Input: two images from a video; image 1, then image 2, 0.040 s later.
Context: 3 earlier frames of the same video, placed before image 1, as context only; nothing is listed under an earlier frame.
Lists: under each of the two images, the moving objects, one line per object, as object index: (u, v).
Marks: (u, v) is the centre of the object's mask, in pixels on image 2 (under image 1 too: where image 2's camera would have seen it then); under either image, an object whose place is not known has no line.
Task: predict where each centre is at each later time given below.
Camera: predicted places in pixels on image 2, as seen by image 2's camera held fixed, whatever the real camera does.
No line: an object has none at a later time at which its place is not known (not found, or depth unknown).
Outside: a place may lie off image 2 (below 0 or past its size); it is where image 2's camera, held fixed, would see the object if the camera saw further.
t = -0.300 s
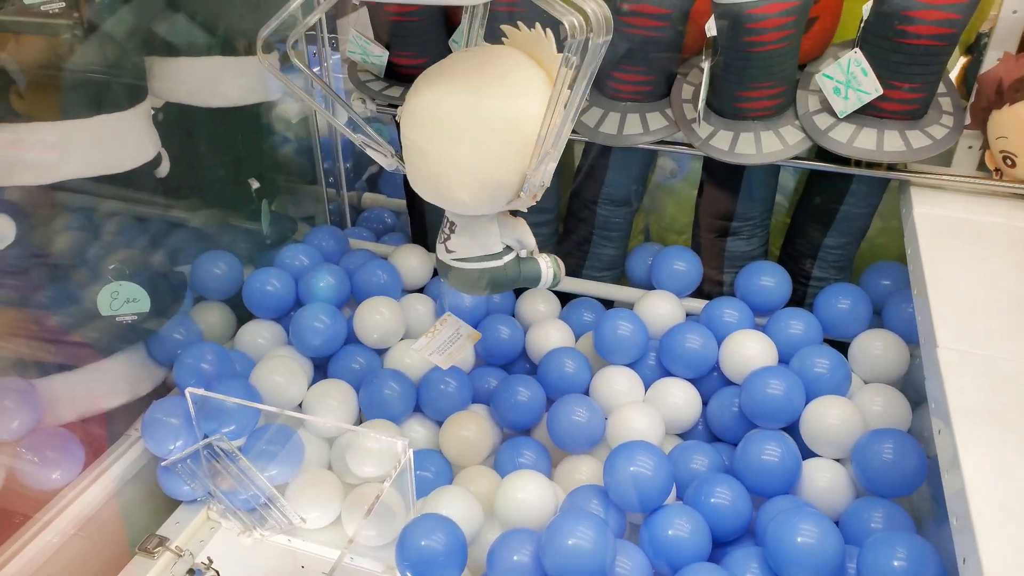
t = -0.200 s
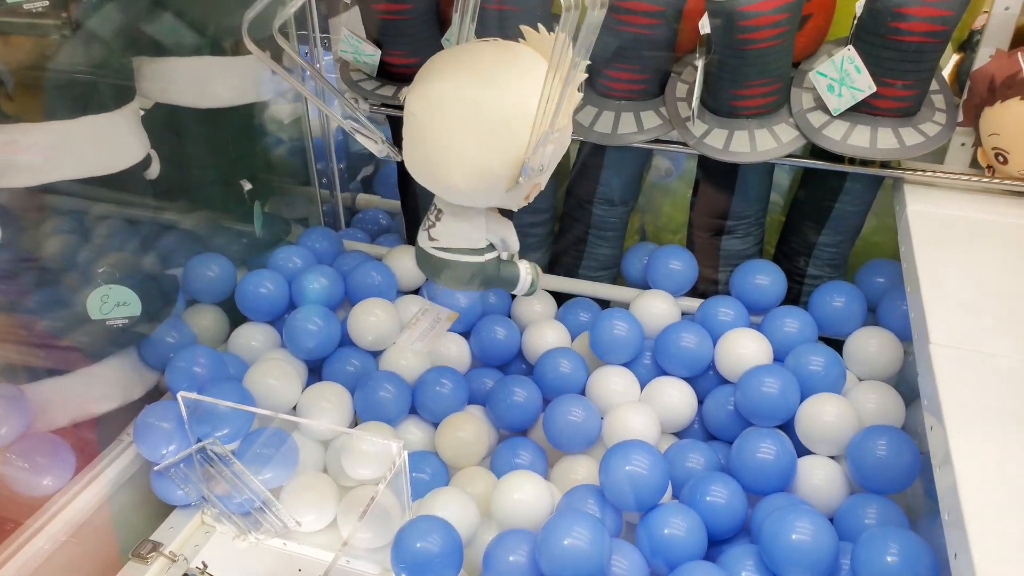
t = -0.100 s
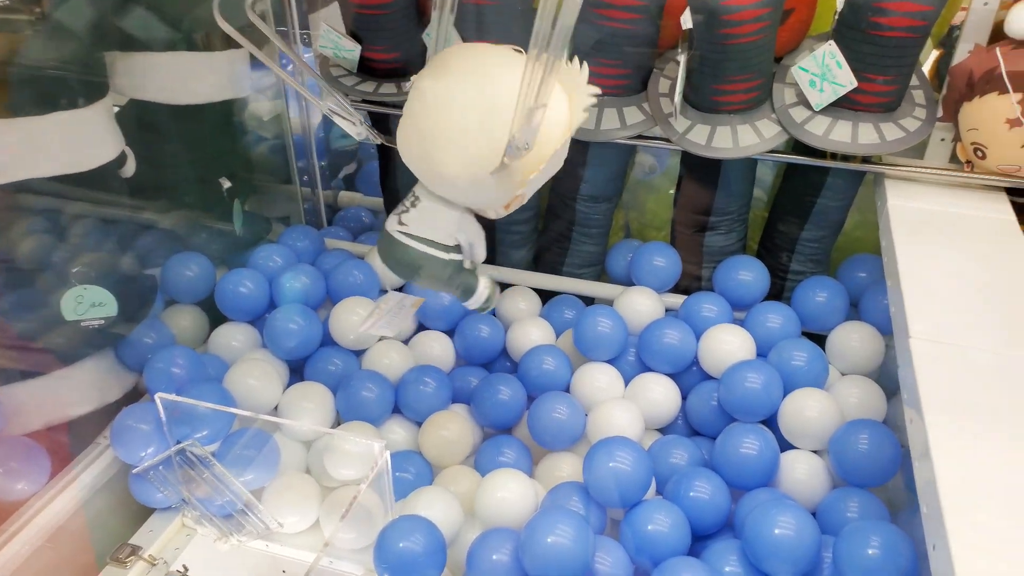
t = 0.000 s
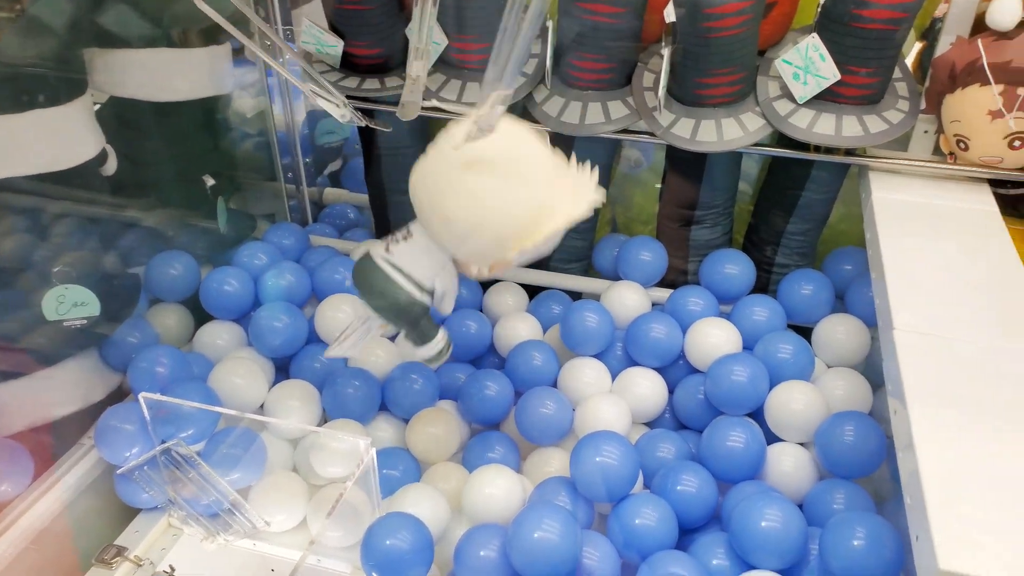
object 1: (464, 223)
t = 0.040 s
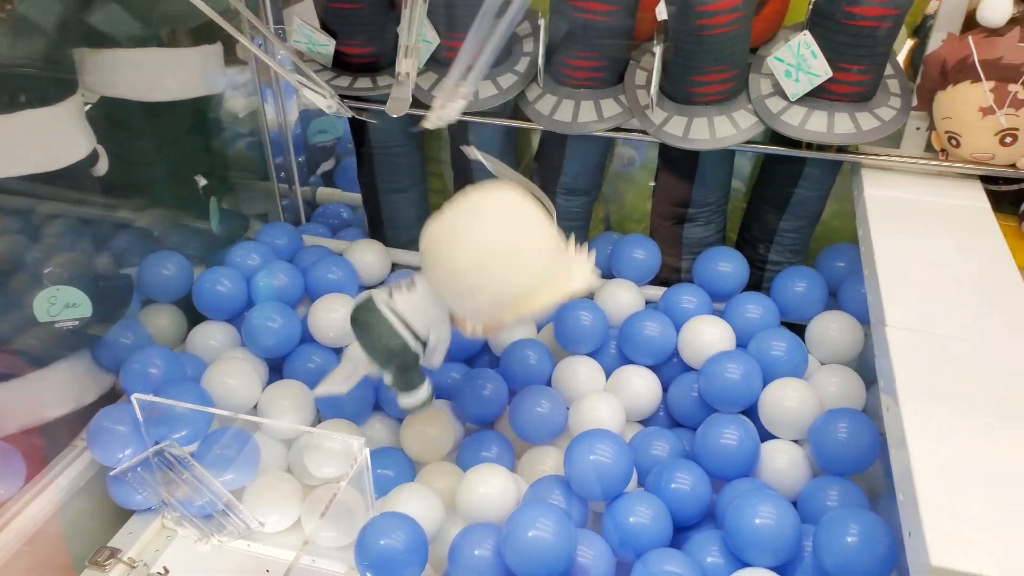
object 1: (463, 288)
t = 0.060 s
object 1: (469, 308)
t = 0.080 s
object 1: (477, 330)
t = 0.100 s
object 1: (477, 360)
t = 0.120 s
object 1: (476, 388)
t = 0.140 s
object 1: (476, 408)
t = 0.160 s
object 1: (472, 404)
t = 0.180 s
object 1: (466, 399)
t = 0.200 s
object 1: (460, 396)
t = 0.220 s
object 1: (455, 395)
